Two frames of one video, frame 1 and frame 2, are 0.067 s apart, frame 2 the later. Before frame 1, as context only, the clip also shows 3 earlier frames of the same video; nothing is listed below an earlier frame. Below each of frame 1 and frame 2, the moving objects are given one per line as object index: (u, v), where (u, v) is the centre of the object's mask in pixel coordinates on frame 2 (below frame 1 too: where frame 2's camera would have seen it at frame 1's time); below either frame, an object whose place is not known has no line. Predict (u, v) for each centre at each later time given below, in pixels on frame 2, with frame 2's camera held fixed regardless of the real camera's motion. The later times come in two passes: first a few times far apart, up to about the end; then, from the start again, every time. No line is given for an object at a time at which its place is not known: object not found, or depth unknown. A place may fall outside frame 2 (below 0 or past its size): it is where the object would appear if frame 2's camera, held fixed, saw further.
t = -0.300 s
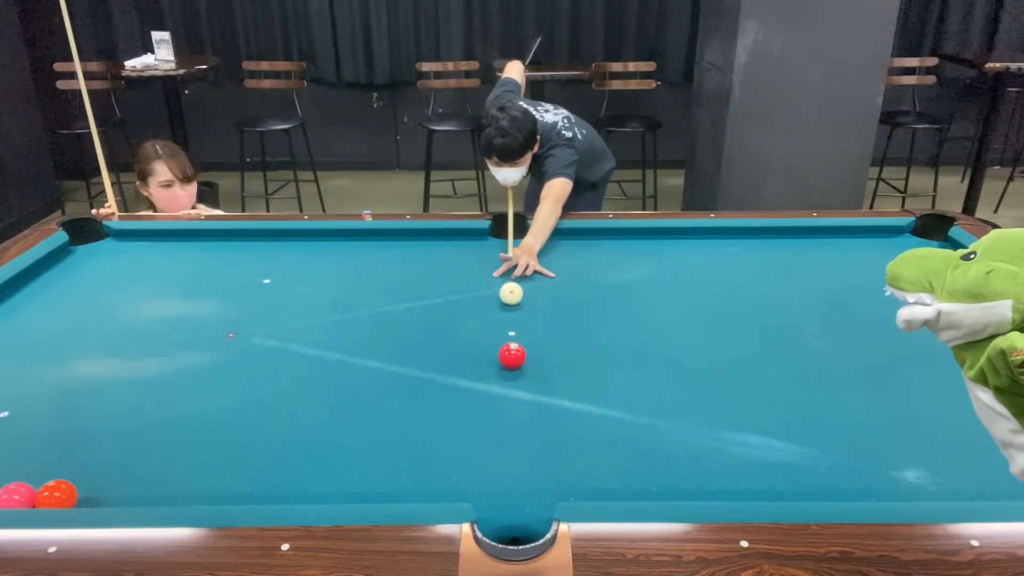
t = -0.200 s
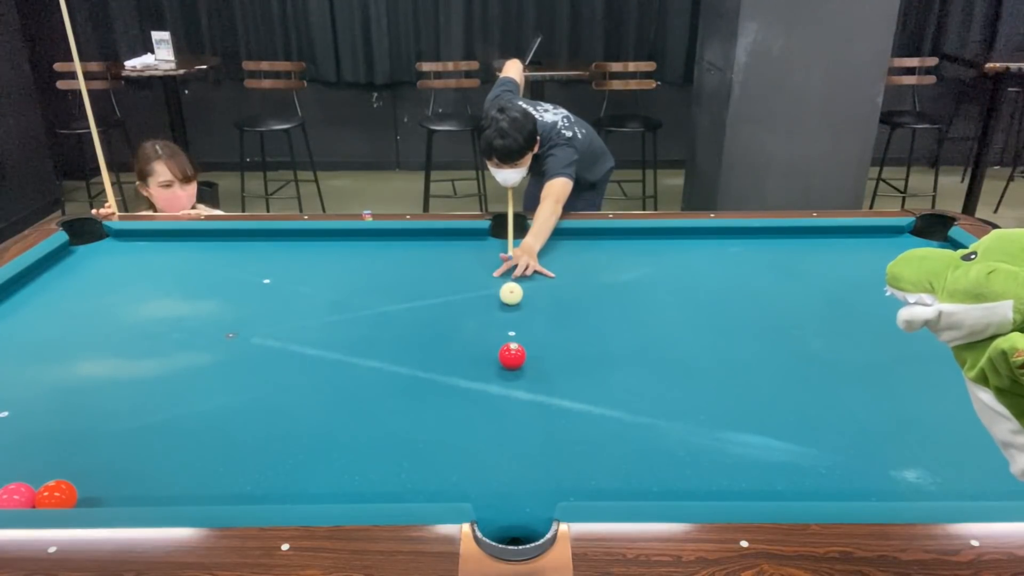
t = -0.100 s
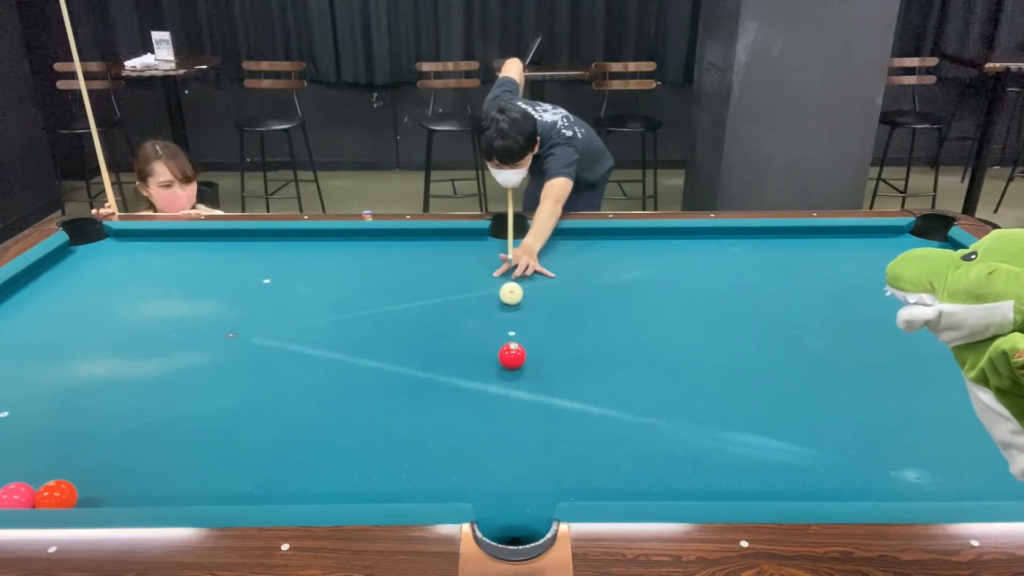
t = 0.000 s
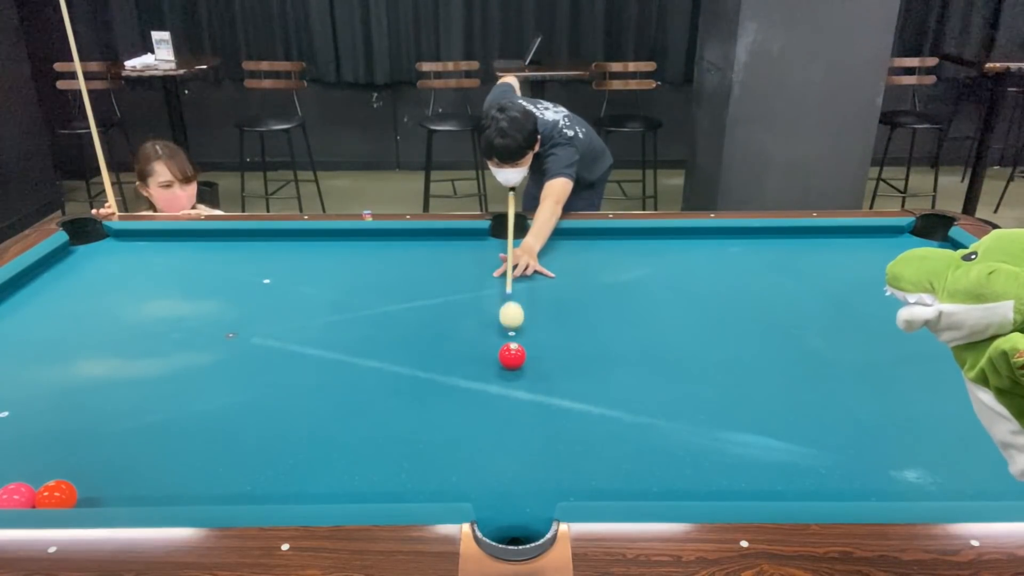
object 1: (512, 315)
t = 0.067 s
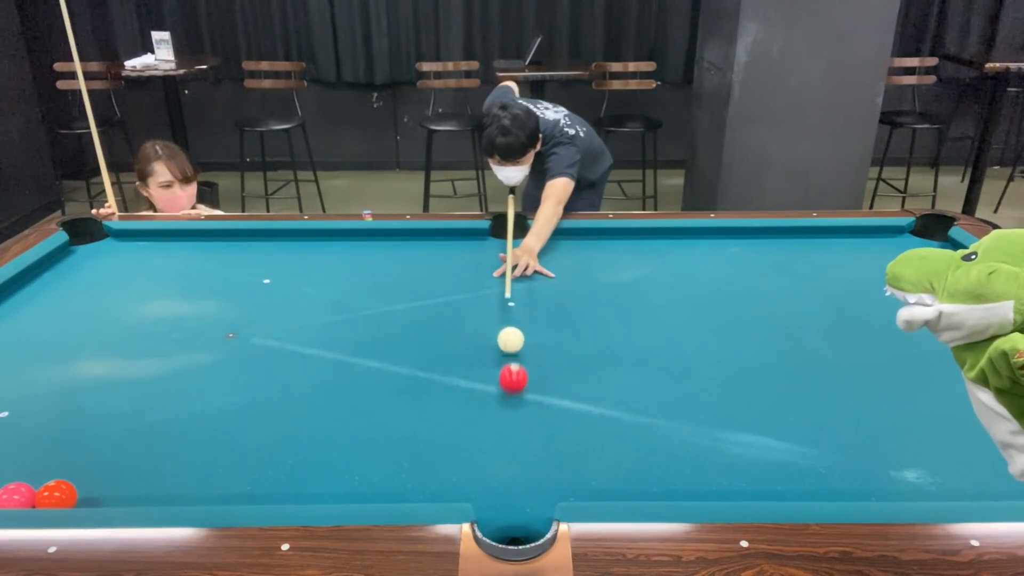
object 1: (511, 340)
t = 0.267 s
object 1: (505, 353)
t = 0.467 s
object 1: (500, 383)
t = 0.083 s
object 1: (510, 340)
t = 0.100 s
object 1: (510, 341)
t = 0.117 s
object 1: (509, 344)
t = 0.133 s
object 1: (509, 344)
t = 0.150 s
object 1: (508, 345)
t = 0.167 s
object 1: (508, 346)
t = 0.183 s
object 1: (508, 347)
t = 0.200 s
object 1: (507, 348)
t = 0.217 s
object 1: (507, 349)
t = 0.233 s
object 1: (506, 350)
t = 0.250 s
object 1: (506, 352)
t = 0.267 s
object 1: (505, 353)
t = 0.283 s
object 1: (505, 355)
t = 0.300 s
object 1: (504, 356)
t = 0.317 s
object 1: (504, 358)
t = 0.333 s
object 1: (504, 361)
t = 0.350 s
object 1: (503, 363)
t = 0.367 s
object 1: (503, 365)
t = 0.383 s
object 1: (502, 368)
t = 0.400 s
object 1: (502, 371)
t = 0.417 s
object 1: (502, 373)
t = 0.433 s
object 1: (501, 376)
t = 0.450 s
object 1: (501, 380)
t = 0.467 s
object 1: (500, 383)
